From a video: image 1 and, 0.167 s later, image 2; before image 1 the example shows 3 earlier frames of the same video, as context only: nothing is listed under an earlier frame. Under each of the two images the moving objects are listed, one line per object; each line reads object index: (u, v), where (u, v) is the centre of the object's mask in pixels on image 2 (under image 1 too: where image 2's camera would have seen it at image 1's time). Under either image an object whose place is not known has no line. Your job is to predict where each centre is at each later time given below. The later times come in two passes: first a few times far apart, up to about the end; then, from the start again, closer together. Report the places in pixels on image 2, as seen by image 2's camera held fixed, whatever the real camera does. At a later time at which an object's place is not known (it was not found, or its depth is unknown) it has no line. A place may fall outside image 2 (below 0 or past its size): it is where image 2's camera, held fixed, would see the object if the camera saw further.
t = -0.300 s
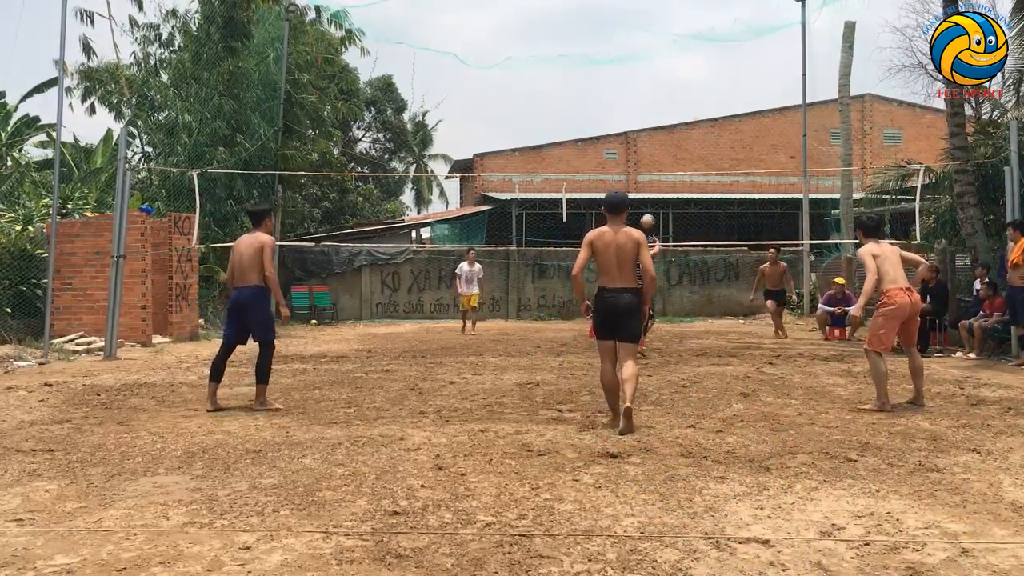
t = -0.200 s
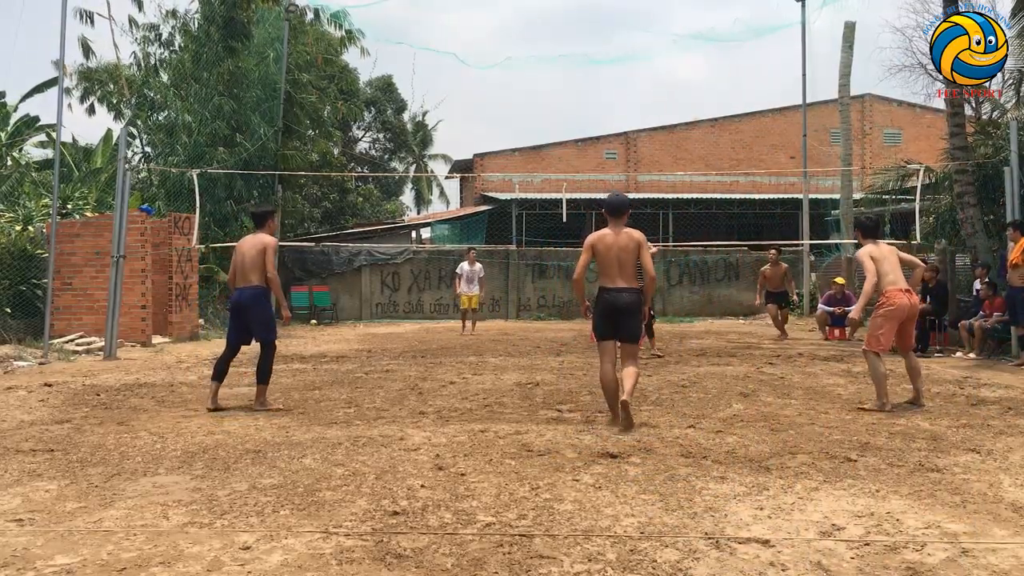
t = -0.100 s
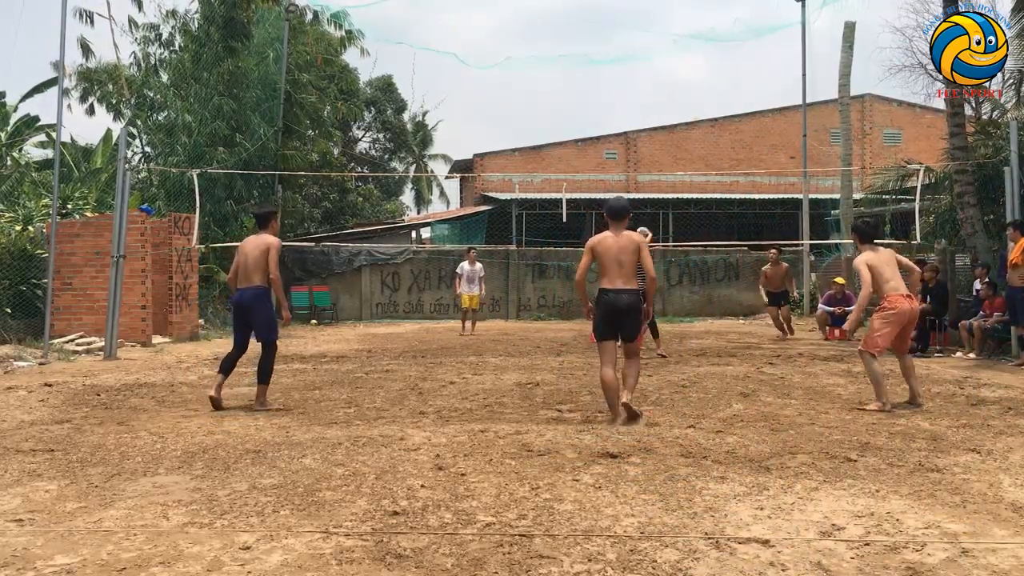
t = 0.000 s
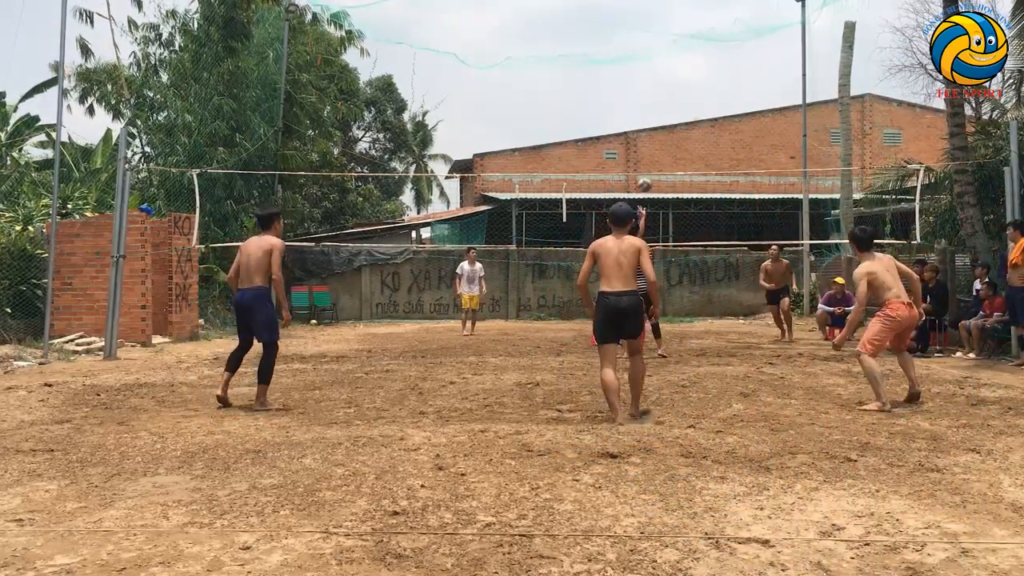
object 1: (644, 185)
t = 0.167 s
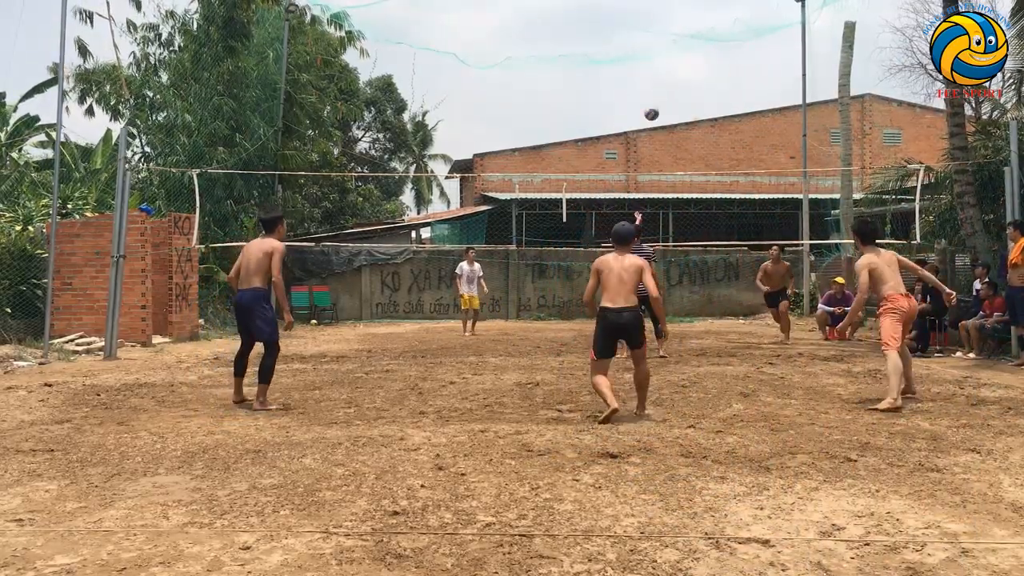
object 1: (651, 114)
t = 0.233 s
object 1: (654, 91)
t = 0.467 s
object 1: (665, 32)
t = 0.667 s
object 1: (673, 12)
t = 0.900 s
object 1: (683, 24)
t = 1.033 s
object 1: (689, 48)
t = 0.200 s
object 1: (653, 102)
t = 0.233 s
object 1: (654, 91)
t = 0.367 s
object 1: (660, 53)
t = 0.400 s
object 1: (662, 45)
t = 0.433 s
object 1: (663, 39)
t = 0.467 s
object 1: (665, 32)
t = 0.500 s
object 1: (666, 27)
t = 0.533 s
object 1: (667, 23)
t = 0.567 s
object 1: (669, 19)
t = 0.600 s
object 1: (670, 16)
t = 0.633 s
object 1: (672, 14)
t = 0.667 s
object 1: (673, 12)
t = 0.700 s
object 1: (675, 12)
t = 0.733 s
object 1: (676, 12)
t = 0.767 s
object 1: (677, 13)
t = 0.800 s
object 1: (679, 15)
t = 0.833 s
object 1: (680, 17)
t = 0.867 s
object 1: (682, 20)
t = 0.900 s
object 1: (683, 24)
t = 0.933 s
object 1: (684, 29)
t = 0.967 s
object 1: (686, 34)
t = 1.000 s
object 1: (687, 41)
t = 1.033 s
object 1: (689, 48)
